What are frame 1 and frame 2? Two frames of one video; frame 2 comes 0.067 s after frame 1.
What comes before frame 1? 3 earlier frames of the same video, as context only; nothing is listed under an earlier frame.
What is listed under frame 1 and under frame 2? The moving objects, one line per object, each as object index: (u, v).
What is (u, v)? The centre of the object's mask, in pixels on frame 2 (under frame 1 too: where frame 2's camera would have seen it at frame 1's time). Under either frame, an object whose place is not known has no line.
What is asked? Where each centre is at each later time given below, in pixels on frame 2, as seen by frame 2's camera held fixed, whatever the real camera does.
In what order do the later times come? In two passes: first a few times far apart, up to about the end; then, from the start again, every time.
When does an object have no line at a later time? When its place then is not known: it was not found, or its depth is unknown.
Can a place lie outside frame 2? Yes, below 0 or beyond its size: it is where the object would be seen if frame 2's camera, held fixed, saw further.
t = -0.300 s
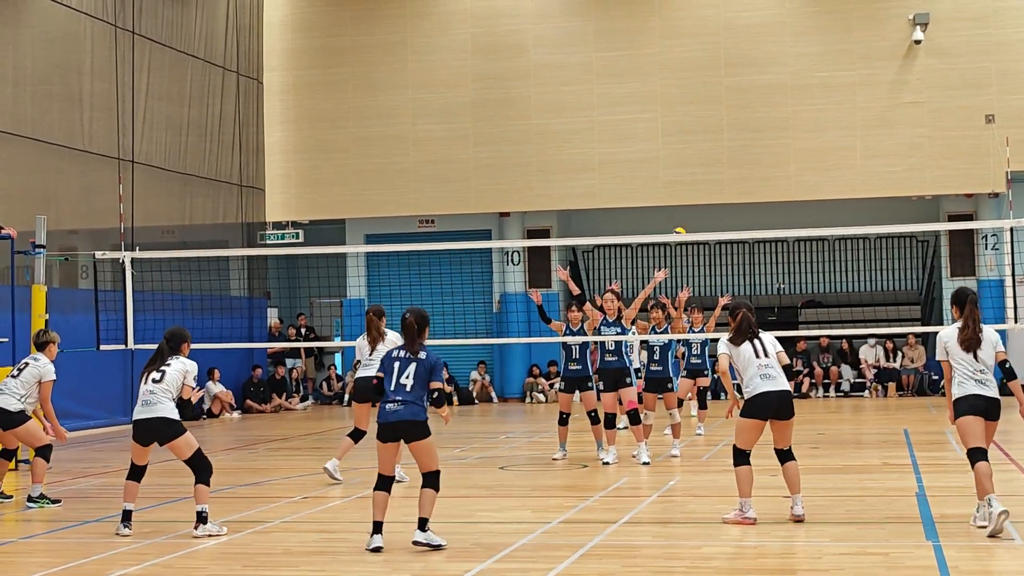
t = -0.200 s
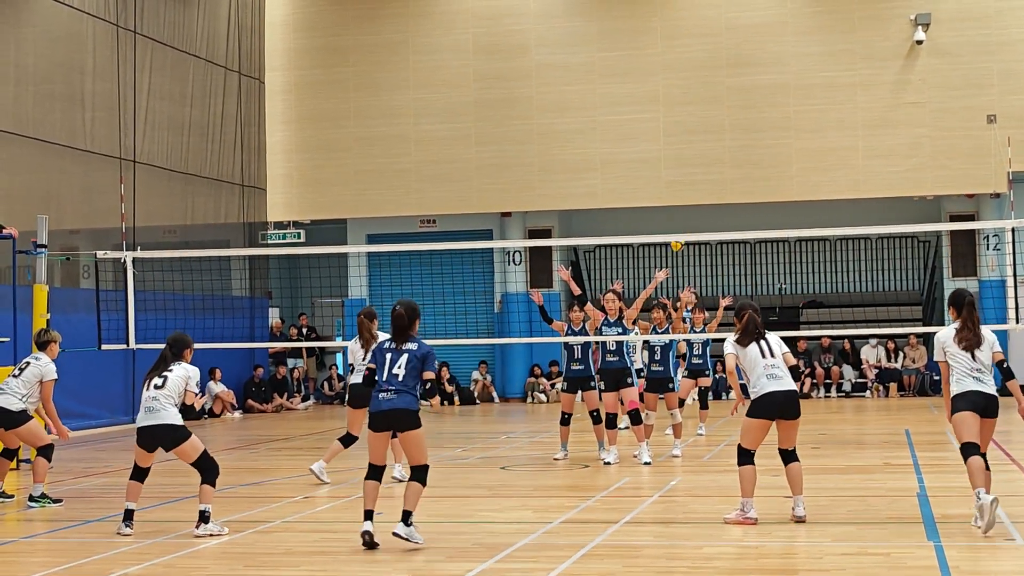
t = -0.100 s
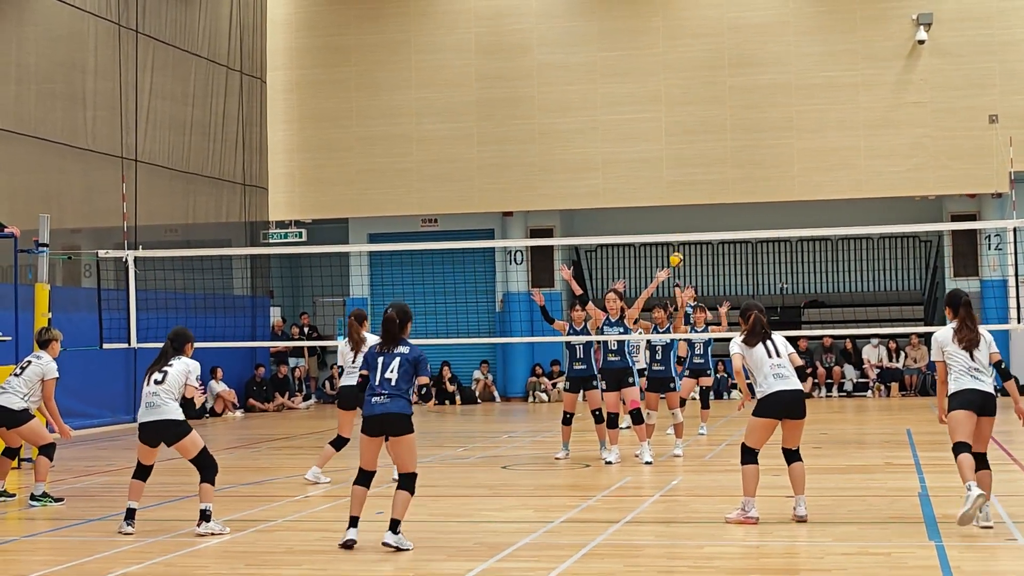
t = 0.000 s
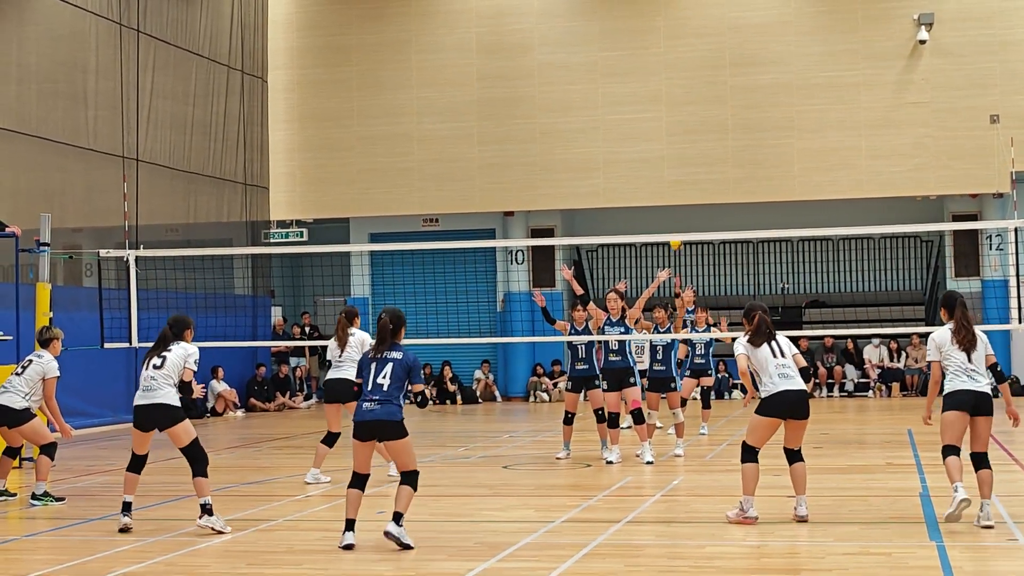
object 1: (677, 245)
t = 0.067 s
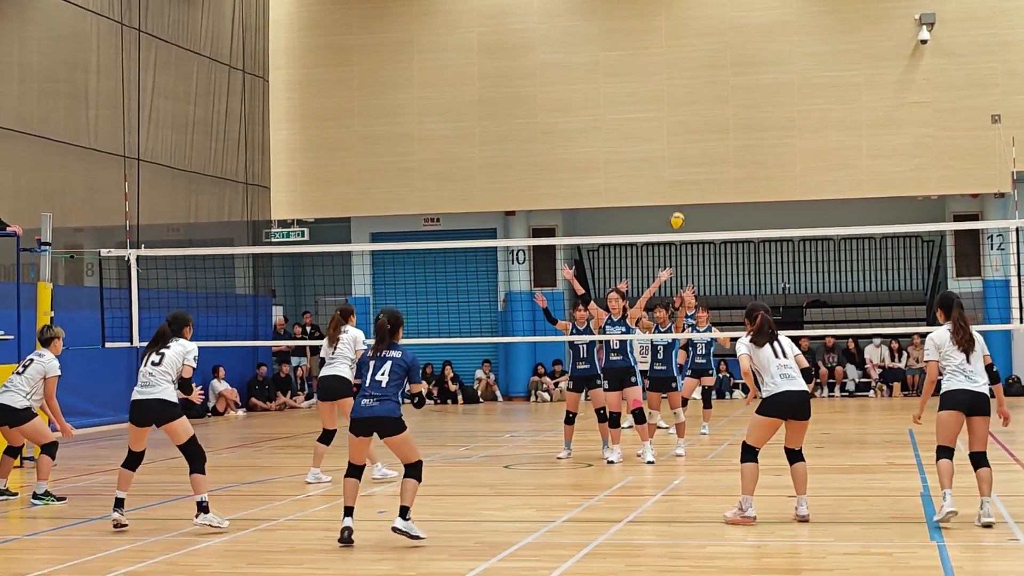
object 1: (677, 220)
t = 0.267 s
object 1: (681, 167)
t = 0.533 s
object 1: (692, 141)
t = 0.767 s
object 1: (705, 188)
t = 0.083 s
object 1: (677, 215)
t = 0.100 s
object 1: (677, 210)
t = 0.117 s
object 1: (677, 205)
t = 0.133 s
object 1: (677, 201)
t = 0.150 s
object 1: (677, 196)
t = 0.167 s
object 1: (677, 192)
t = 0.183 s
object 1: (678, 187)
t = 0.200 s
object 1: (678, 183)
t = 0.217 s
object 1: (679, 179)
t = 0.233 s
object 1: (679, 175)
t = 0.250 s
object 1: (680, 171)
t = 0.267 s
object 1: (681, 167)
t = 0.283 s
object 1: (681, 164)
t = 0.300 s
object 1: (681, 160)
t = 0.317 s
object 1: (682, 157)
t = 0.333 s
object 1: (682, 154)
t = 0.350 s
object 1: (683, 151)
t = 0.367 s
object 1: (684, 149)
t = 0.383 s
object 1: (684, 147)
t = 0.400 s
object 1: (685, 145)
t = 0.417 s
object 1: (685, 144)
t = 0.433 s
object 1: (686, 142)
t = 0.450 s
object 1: (687, 141)
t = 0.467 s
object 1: (688, 141)
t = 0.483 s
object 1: (689, 141)
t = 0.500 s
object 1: (690, 140)
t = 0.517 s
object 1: (691, 141)
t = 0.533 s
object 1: (692, 141)
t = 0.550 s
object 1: (693, 142)
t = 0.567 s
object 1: (694, 144)
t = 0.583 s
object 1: (695, 145)
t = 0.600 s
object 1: (696, 147)
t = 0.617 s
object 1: (697, 149)
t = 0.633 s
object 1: (698, 152)
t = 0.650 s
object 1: (699, 155)
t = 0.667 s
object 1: (700, 158)
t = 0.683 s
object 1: (701, 162)
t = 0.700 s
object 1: (702, 166)
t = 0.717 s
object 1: (703, 171)
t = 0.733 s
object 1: (703, 177)
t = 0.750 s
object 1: (704, 182)
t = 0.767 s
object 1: (705, 188)
